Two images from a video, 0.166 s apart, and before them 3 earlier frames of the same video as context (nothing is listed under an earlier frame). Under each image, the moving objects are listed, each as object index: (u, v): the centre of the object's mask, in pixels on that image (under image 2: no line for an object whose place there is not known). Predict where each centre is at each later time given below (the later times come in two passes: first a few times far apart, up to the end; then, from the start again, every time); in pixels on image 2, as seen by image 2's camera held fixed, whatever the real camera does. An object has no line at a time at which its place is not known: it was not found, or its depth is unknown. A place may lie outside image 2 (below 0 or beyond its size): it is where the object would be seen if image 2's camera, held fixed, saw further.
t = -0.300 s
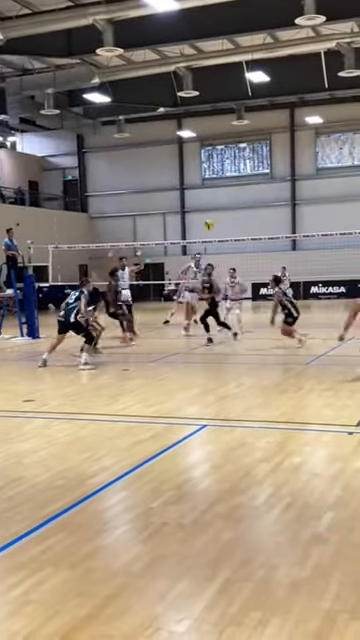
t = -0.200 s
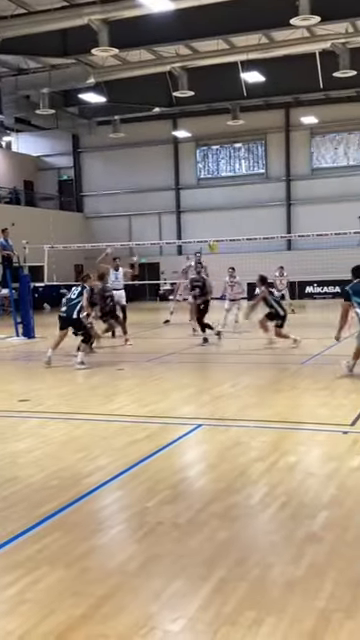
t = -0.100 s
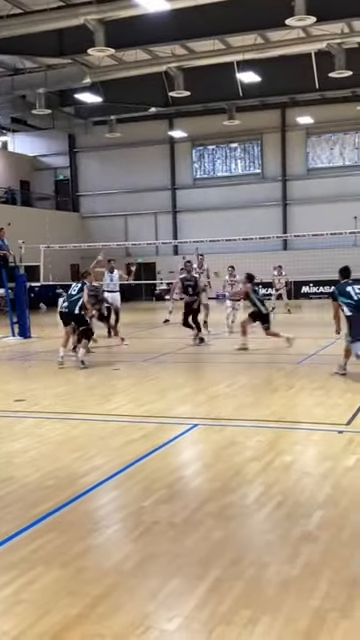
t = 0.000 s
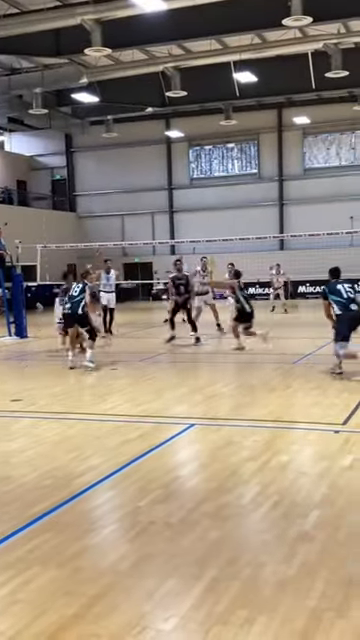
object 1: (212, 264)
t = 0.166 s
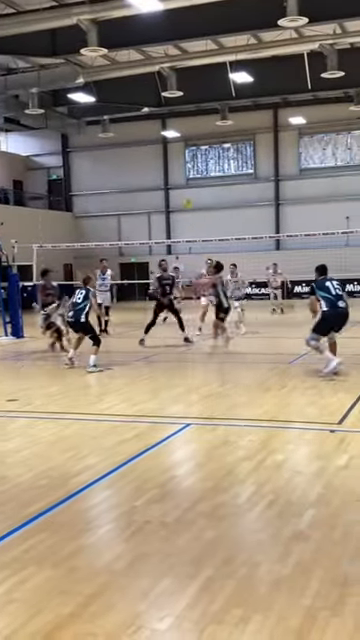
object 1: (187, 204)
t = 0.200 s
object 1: (183, 193)
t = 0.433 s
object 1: (154, 136)
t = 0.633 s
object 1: (134, 108)
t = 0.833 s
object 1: (113, 101)
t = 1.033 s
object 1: (95, 114)
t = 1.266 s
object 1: (73, 158)
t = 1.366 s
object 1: (65, 185)
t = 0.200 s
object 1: (183, 193)
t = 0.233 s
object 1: (179, 184)
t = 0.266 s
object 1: (174, 176)
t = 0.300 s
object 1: (171, 165)
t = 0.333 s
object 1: (167, 157)
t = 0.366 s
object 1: (163, 149)
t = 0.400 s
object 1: (159, 142)
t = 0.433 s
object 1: (154, 136)
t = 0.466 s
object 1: (152, 129)
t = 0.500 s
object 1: (148, 123)
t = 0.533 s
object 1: (145, 118)
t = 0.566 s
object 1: (142, 114)
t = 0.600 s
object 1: (137, 111)
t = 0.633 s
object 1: (134, 108)
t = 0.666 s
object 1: (130, 105)
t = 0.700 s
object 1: (127, 104)
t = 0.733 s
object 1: (123, 102)
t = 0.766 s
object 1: (120, 101)
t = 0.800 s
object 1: (116, 101)
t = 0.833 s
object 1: (113, 101)
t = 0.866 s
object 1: (110, 102)
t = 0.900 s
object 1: (108, 102)
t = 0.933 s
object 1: (105, 104)
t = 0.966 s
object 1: (102, 107)
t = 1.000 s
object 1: (98, 111)
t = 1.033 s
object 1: (95, 114)
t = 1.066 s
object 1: (91, 119)
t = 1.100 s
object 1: (89, 124)
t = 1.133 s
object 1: (85, 129)
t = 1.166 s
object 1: (83, 135)
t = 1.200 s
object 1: (79, 143)
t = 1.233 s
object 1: (77, 150)
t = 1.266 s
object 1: (73, 158)
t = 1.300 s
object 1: (71, 166)
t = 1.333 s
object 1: (67, 175)
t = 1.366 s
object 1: (65, 185)
